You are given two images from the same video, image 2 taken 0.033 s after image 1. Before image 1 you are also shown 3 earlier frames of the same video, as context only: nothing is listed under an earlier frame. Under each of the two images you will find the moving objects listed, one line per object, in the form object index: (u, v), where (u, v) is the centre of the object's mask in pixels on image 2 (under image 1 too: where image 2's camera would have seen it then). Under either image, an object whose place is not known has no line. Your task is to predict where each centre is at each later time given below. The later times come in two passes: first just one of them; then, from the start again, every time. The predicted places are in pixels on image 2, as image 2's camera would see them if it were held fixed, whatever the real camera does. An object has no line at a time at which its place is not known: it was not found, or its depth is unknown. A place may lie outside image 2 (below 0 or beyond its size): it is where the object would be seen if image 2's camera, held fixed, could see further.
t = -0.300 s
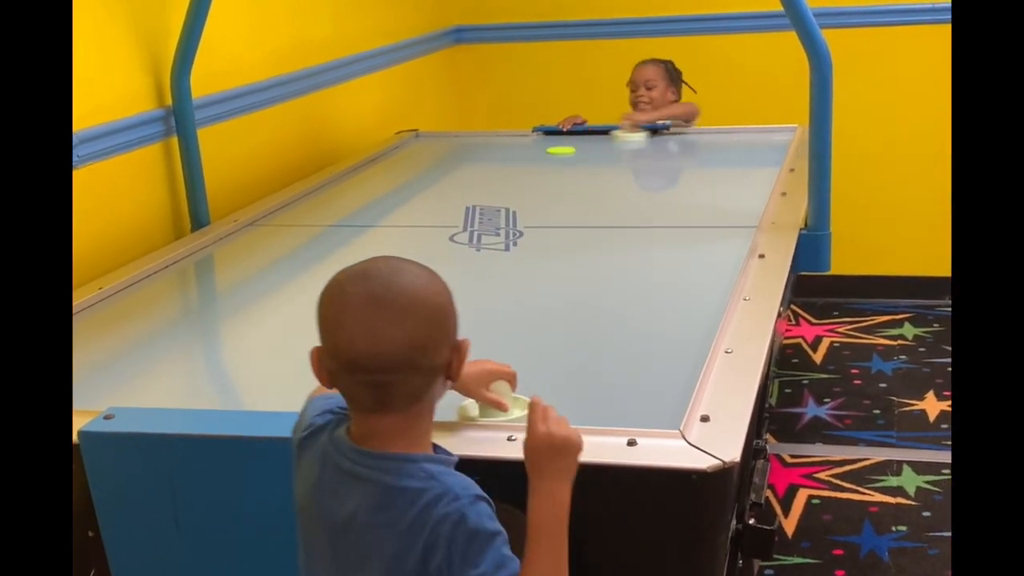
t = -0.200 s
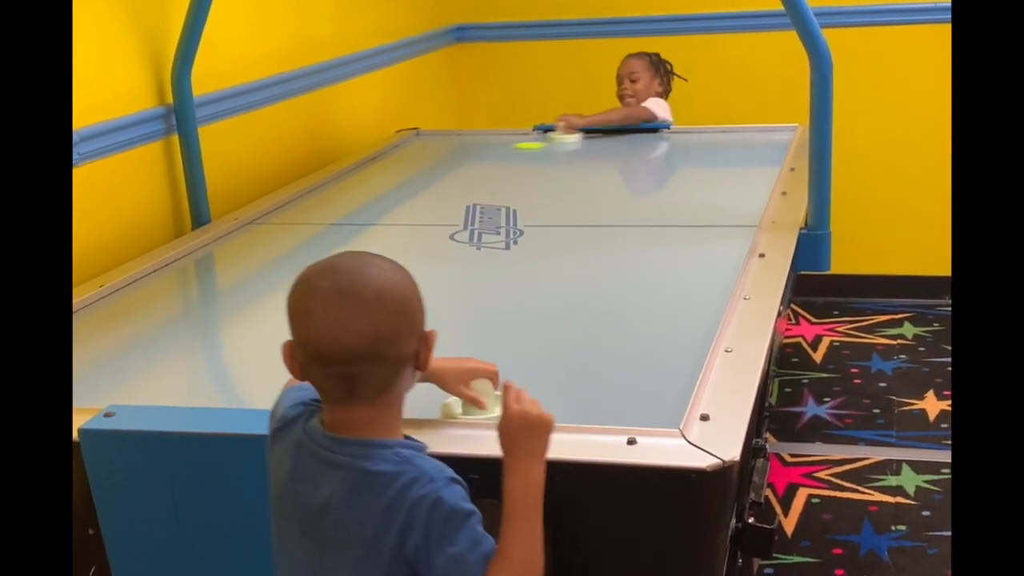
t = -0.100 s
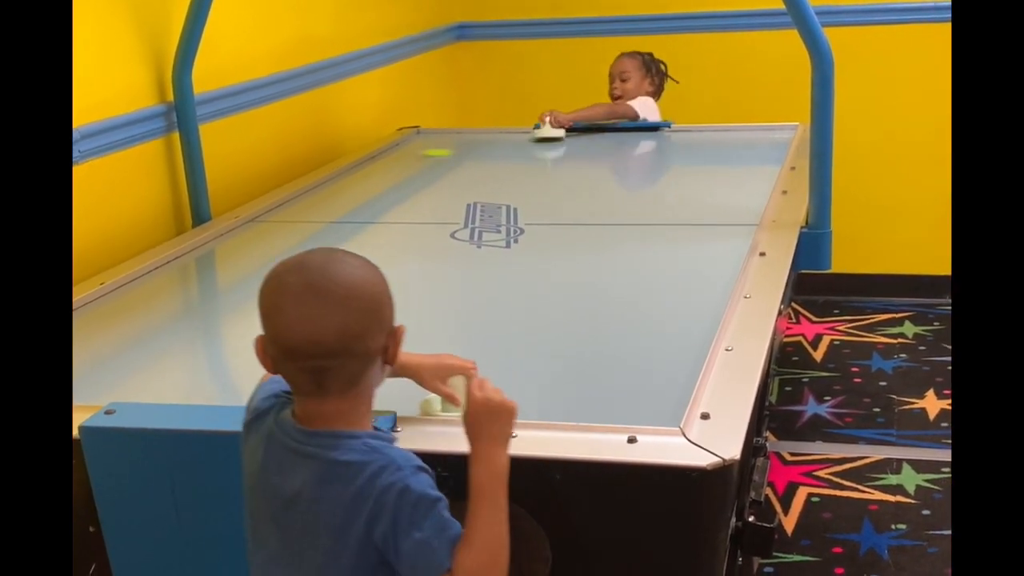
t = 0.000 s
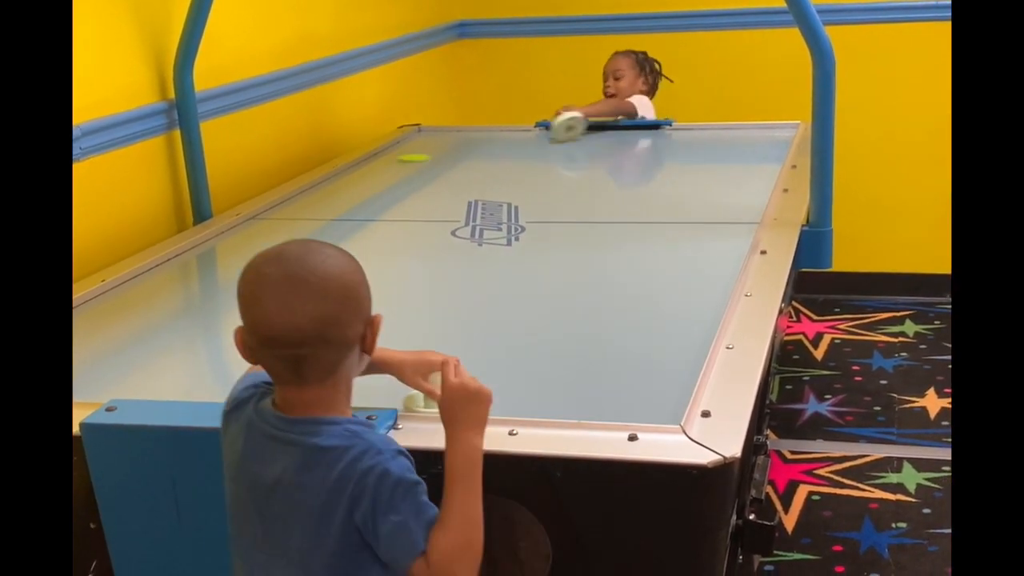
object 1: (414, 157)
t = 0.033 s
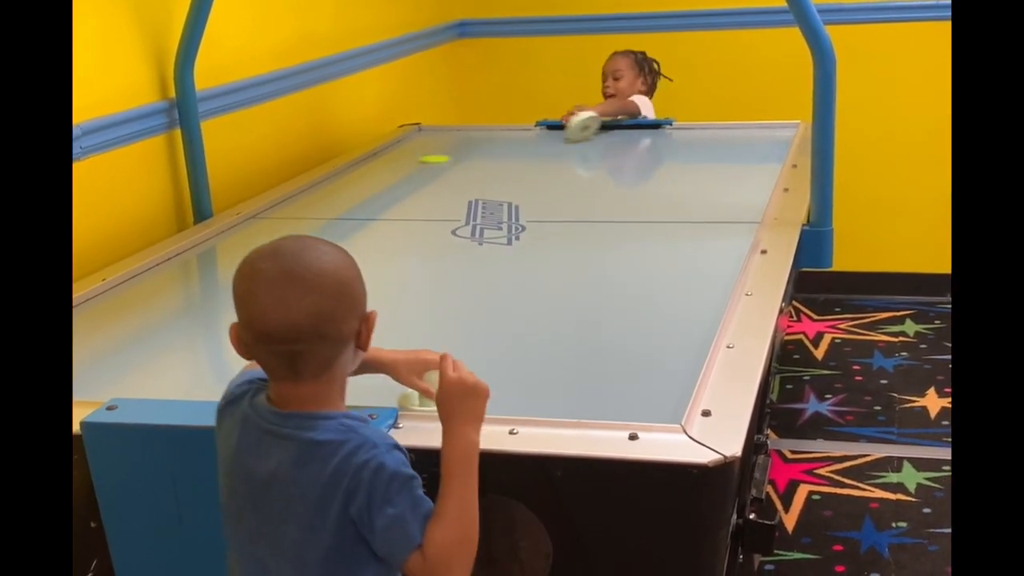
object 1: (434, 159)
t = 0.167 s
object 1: (519, 167)
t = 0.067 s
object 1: (455, 161)
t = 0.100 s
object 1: (475, 163)
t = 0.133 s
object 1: (497, 166)
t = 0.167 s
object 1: (519, 167)
